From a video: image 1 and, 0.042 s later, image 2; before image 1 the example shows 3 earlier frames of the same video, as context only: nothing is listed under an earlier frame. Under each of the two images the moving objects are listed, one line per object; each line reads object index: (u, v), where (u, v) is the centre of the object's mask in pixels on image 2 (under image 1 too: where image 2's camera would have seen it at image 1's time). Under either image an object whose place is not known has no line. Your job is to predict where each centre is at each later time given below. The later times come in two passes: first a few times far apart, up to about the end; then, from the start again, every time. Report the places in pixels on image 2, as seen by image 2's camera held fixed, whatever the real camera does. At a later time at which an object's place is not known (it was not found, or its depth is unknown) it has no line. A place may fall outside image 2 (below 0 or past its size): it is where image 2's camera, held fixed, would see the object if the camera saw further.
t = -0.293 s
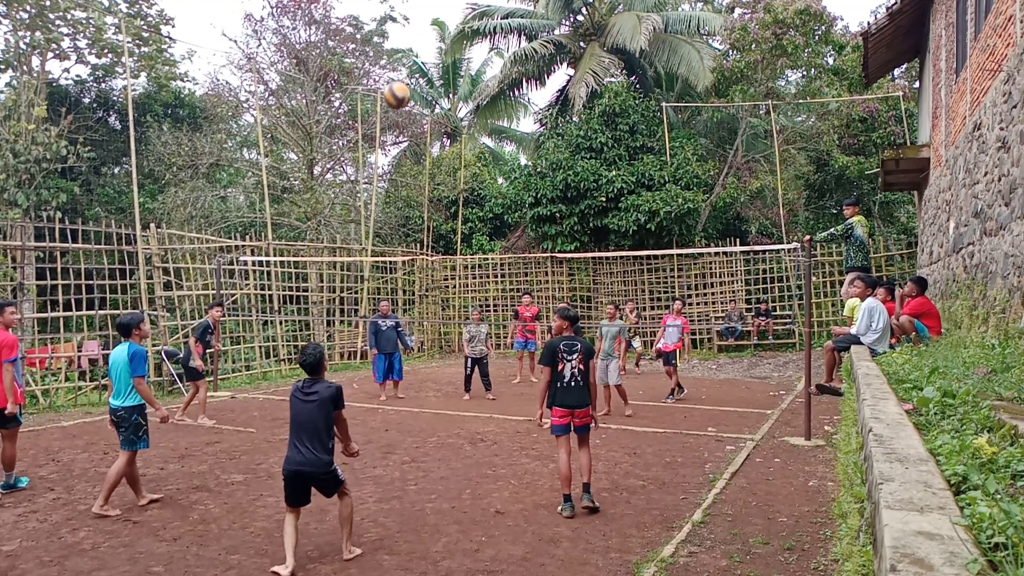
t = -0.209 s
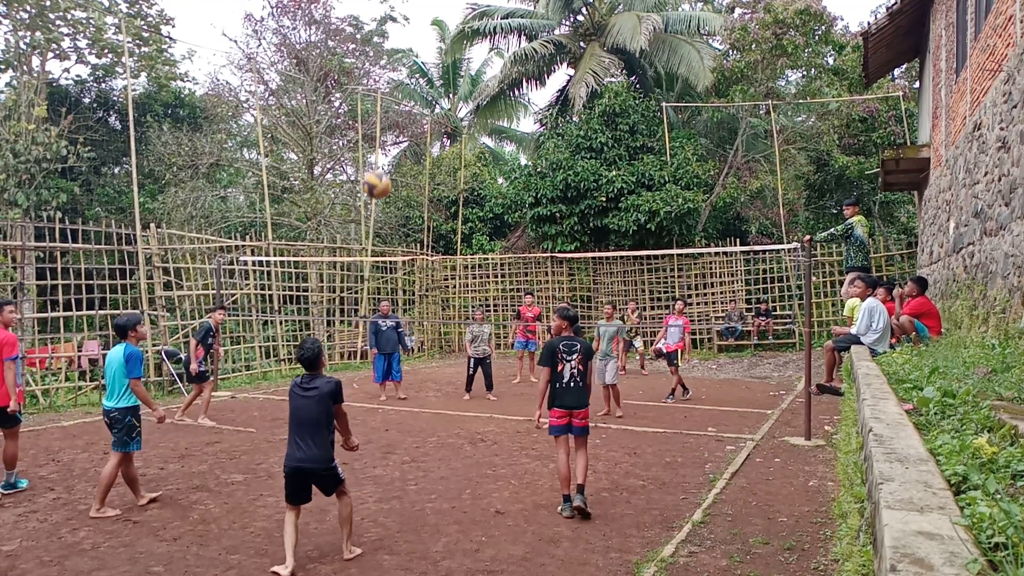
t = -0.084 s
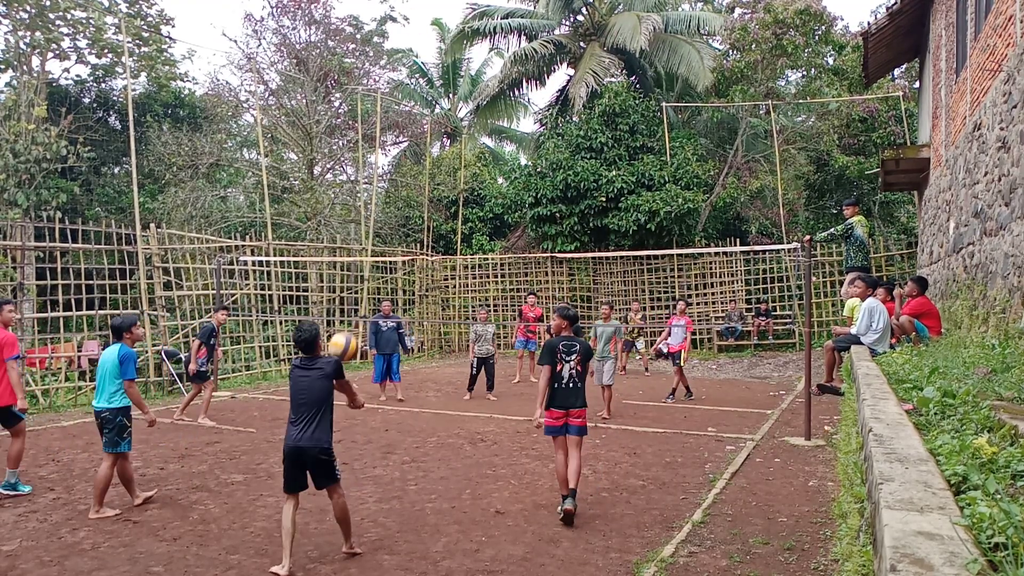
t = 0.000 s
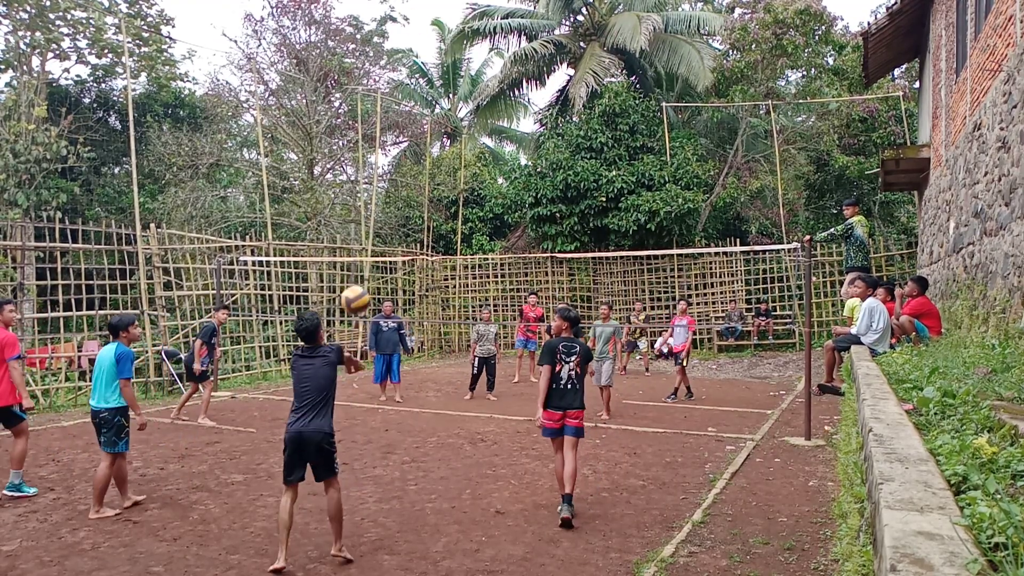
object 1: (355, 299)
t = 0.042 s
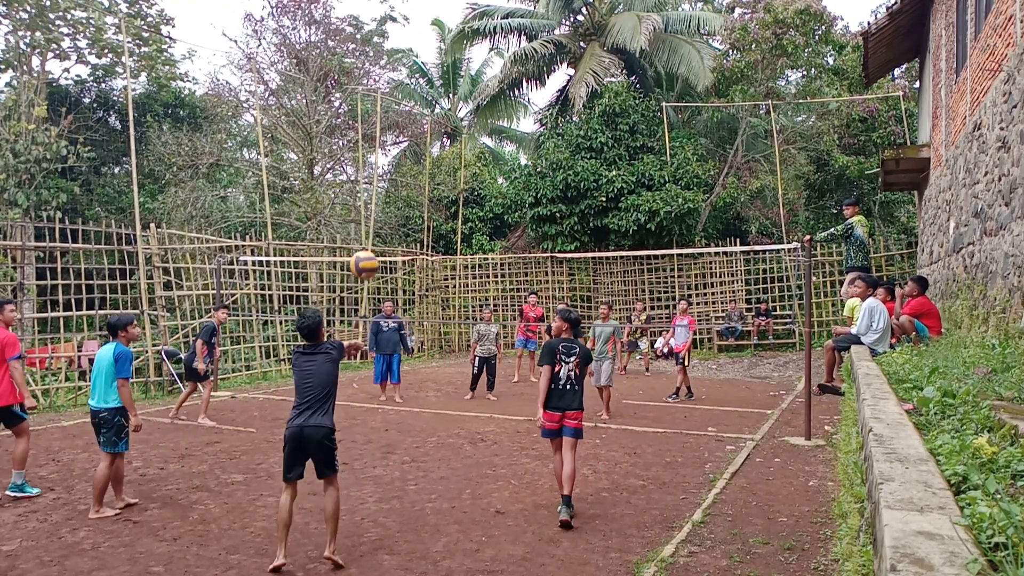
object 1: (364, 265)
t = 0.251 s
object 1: (402, 136)
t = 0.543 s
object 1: (446, 64)
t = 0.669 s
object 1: (463, 66)
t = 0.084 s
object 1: (372, 233)
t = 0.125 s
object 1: (380, 205)
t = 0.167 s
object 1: (388, 179)
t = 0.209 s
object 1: (395, 156)
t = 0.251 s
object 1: (402, 136)
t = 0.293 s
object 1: (409, 118)
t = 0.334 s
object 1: (416, 104)
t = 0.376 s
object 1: (423, 91)
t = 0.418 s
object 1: (429, 82)
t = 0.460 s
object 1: (434, 74)
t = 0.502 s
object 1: (440, 68)
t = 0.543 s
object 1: (446, 64)
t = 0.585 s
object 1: (452, 63)
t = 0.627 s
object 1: (458, 63)
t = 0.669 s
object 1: (463, 66)
